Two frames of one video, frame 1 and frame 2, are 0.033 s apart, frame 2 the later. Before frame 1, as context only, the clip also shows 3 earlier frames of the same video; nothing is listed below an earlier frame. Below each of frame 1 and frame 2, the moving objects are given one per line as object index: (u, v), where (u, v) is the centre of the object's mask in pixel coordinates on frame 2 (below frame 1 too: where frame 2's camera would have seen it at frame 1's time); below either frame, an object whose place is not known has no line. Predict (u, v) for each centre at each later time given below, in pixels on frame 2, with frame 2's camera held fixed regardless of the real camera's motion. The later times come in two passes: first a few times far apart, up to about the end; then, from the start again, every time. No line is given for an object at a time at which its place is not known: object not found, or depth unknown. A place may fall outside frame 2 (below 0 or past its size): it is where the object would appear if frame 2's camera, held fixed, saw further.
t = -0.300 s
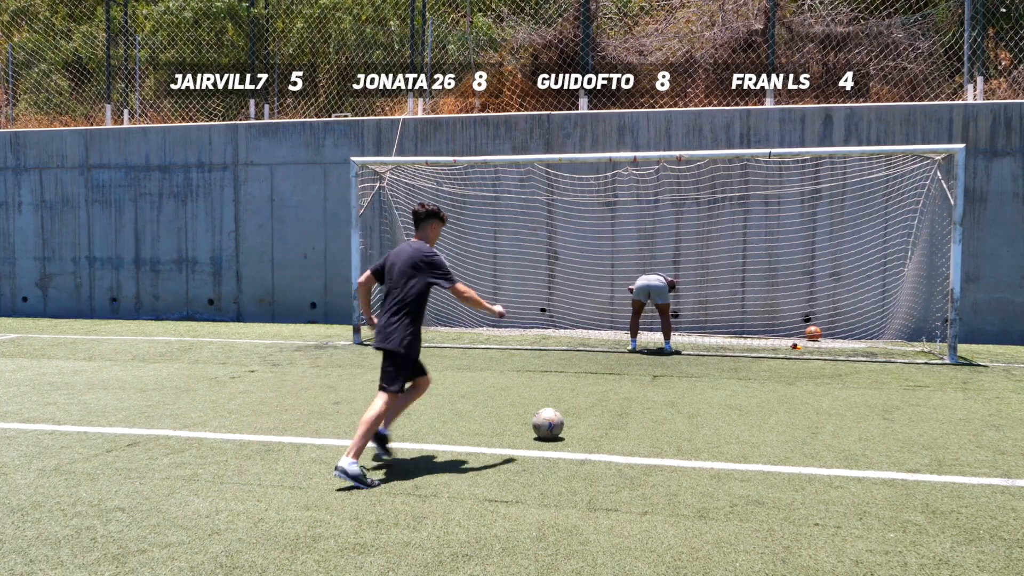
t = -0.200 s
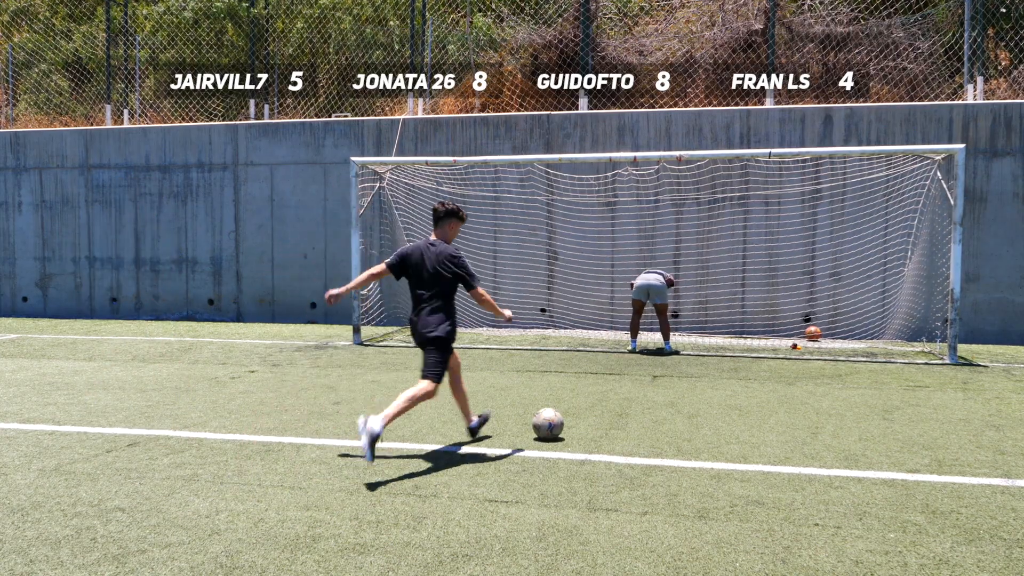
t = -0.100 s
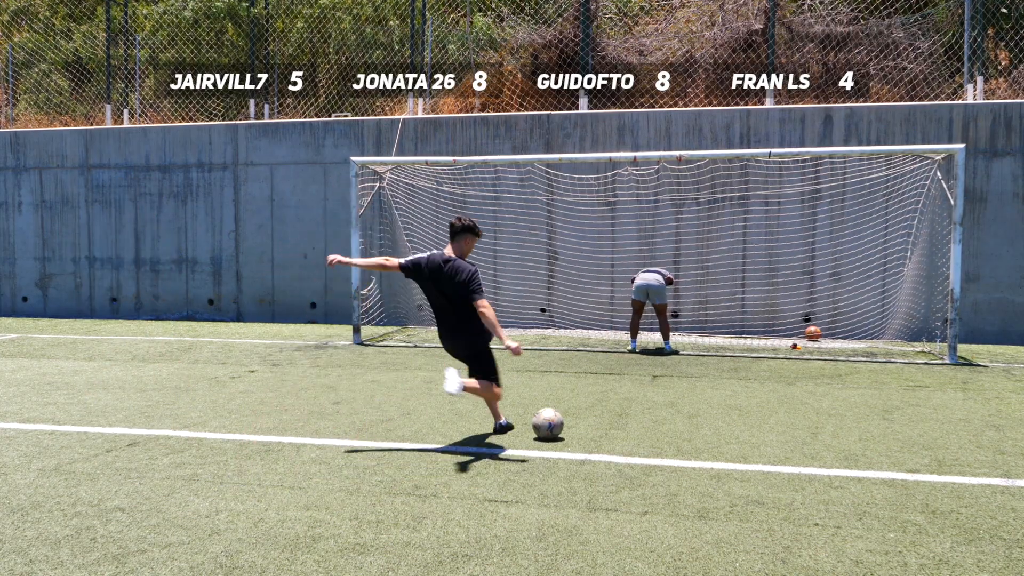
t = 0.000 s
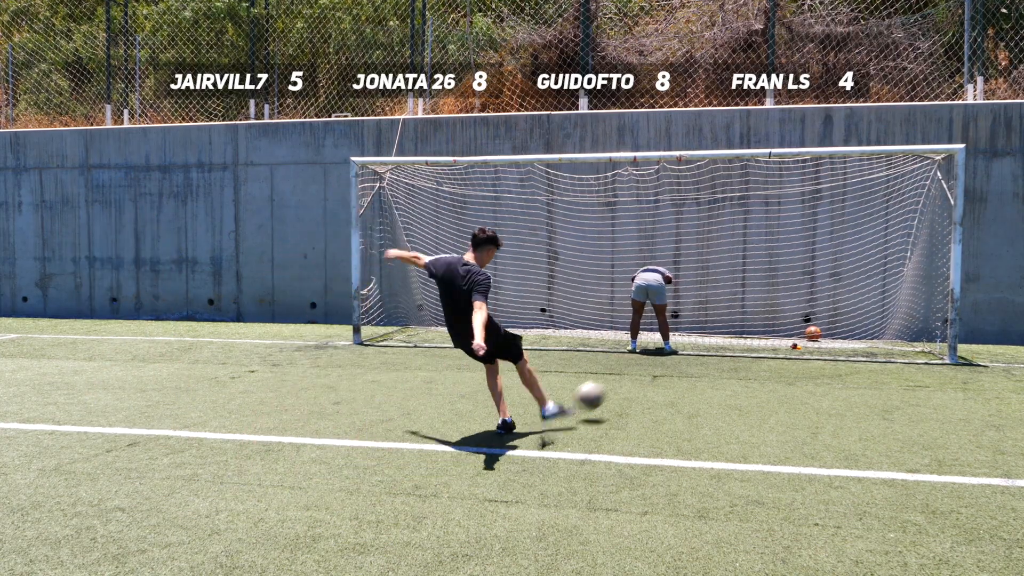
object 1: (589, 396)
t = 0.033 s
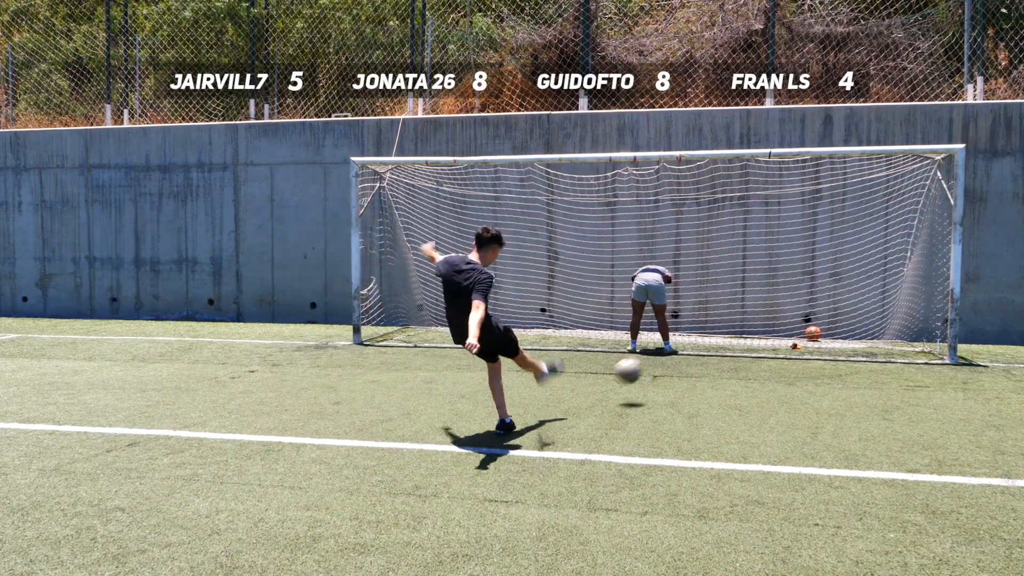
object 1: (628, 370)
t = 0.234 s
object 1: (762, 299)
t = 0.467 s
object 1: (794, 256)
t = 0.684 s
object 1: (820, 284)
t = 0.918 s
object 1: (846, 329)
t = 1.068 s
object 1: (850, 305)
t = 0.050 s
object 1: (645, 359)
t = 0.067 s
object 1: (659, 350)
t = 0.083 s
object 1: (674, 343)
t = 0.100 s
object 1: (687, 335)
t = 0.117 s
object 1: (699, 328)
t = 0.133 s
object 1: (710, 323)
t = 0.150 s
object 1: (720, 318)
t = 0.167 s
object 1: (729, 313)
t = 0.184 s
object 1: (738, 309)
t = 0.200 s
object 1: (747, 306)
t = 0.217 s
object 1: (755, 302)
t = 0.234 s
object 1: (762, 299)
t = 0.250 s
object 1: (768, 297)
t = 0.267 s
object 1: (771, 292)
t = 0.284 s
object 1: (773, 288)
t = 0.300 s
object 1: (776, 284)
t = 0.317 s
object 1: (778, 280)
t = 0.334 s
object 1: (780, 276)
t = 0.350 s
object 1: (782, 274)
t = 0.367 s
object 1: (784, 270)
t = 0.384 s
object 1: (786, 267)
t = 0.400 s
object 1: (787, 264)
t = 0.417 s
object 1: (789, 262)
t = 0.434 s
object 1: (790, 260)
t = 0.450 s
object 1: (792, 257)
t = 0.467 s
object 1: (794, 256)
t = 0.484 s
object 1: (795, 257)
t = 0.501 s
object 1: (798, 257)
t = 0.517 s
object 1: (799, 259)
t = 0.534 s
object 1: (801, 260)
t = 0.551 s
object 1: (803, 262)
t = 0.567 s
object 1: (805, 265)
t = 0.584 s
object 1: (807, 267)
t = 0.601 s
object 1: (809, 269)
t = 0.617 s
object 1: (811, 272)
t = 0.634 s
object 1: (814, 275)
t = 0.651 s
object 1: (815, 277)
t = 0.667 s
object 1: (818, 281)
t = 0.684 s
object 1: (820, 284)
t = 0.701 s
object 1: (822, 288)
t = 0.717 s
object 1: (824, 292)
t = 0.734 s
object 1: (827, 296)
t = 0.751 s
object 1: (829, 300)
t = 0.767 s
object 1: (831, 305)
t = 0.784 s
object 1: (833, 310)
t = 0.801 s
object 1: (835, 315)
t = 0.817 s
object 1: (837, 320)
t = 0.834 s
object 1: (840, 326)
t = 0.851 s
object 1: (842, 331)
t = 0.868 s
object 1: (844, 338)
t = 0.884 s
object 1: (846, 337)
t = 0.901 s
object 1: (846, 333)
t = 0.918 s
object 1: (846, 329)
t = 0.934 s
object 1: (847, 326)
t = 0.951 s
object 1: (847, 323)
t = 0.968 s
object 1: (848, 320)
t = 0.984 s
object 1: (848, 317)
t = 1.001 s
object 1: (849, 314)
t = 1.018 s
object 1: (849, 311)
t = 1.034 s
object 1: (849, 309)
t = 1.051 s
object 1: (850, 307)
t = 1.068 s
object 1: (850, 305)
